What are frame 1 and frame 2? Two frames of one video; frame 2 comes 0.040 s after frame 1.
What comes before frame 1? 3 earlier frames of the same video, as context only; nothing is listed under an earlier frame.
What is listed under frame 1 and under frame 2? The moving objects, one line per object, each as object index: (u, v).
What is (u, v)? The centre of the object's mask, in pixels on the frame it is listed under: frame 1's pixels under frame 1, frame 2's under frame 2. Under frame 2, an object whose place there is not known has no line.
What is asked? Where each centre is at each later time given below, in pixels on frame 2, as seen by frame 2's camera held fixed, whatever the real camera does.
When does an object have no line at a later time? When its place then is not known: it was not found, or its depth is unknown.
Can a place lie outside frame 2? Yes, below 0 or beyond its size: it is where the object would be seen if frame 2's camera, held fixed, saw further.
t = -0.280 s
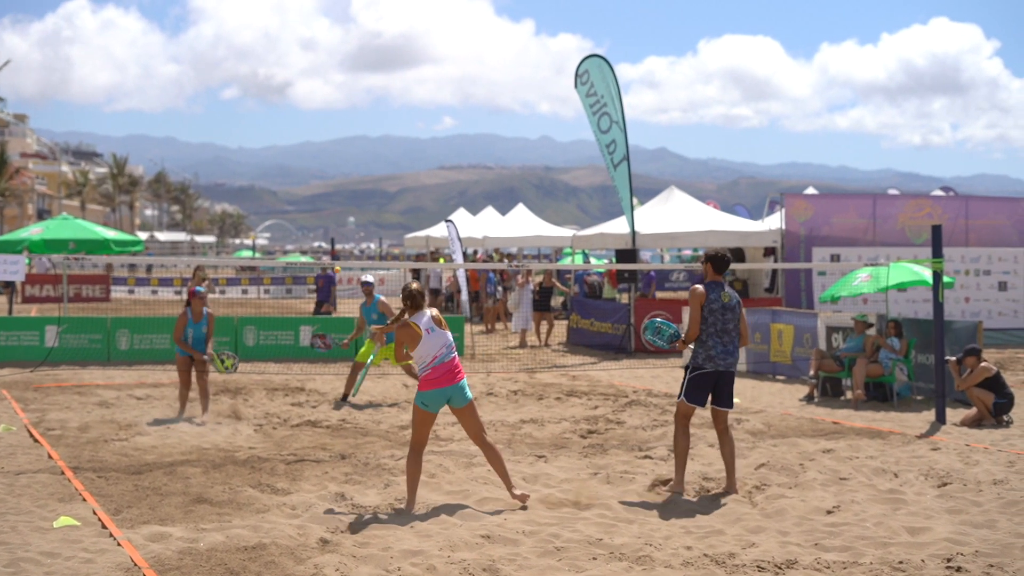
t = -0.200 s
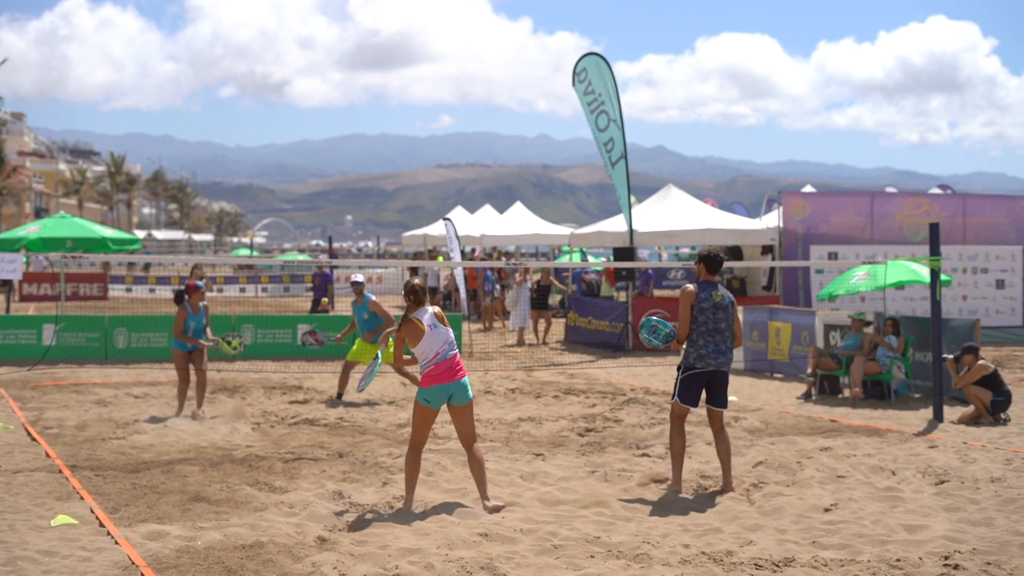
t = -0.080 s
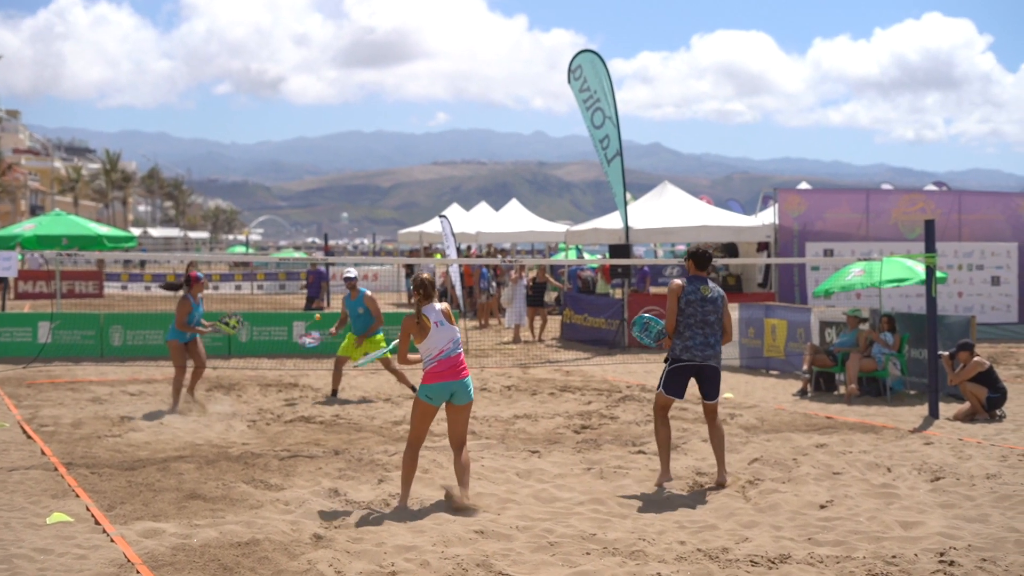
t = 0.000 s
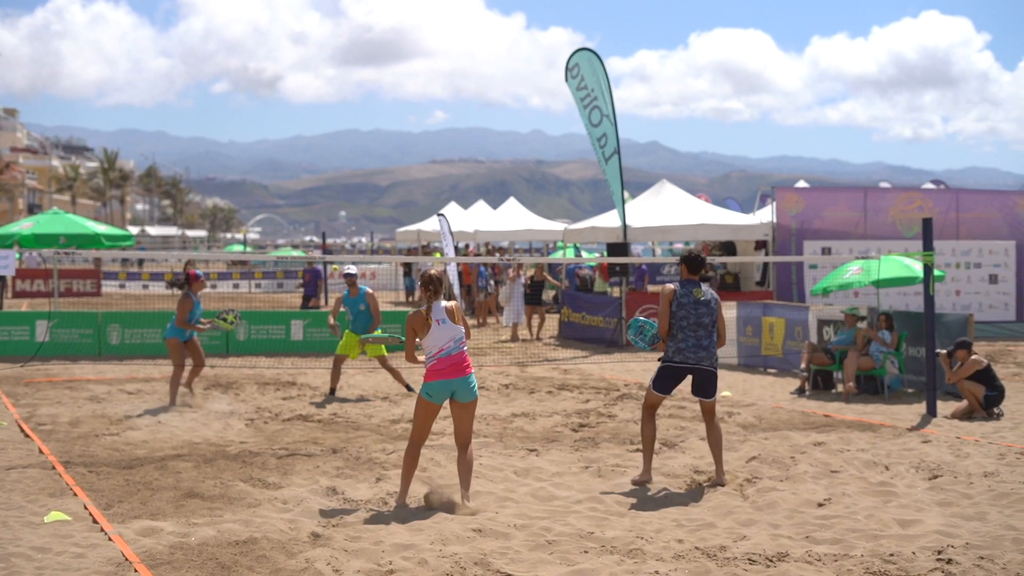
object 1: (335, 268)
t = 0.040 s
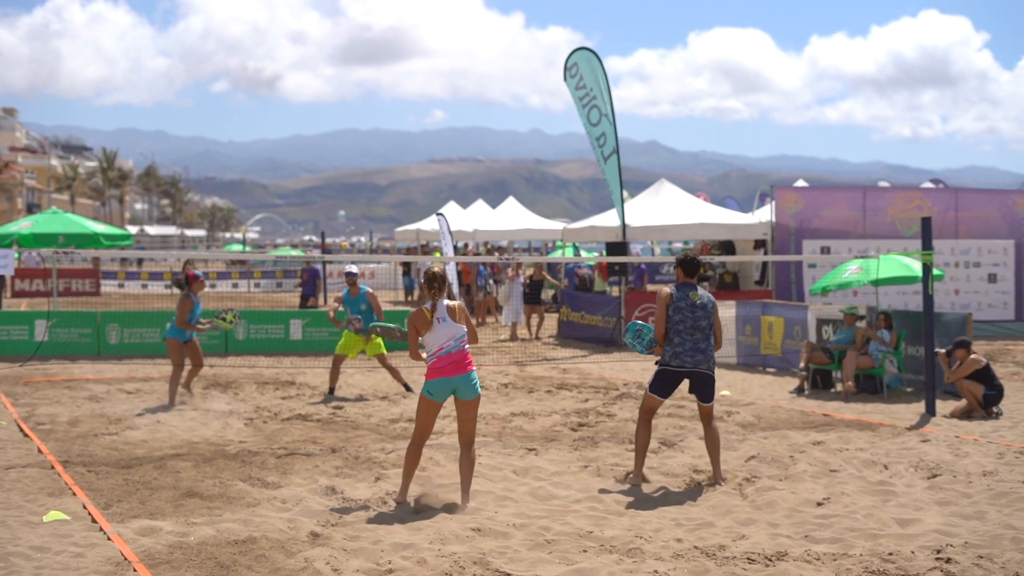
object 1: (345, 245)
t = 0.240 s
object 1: (397, 140)
